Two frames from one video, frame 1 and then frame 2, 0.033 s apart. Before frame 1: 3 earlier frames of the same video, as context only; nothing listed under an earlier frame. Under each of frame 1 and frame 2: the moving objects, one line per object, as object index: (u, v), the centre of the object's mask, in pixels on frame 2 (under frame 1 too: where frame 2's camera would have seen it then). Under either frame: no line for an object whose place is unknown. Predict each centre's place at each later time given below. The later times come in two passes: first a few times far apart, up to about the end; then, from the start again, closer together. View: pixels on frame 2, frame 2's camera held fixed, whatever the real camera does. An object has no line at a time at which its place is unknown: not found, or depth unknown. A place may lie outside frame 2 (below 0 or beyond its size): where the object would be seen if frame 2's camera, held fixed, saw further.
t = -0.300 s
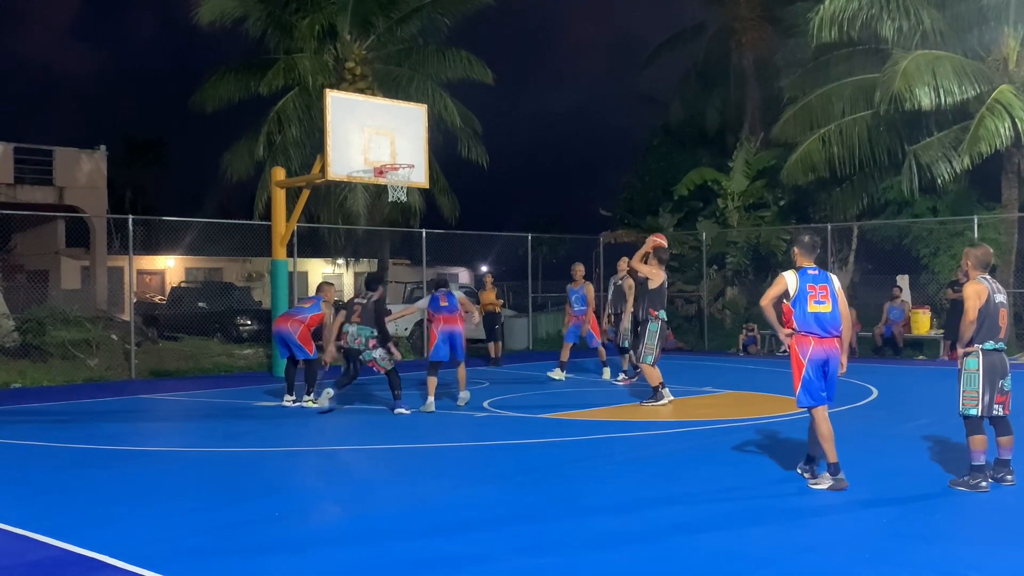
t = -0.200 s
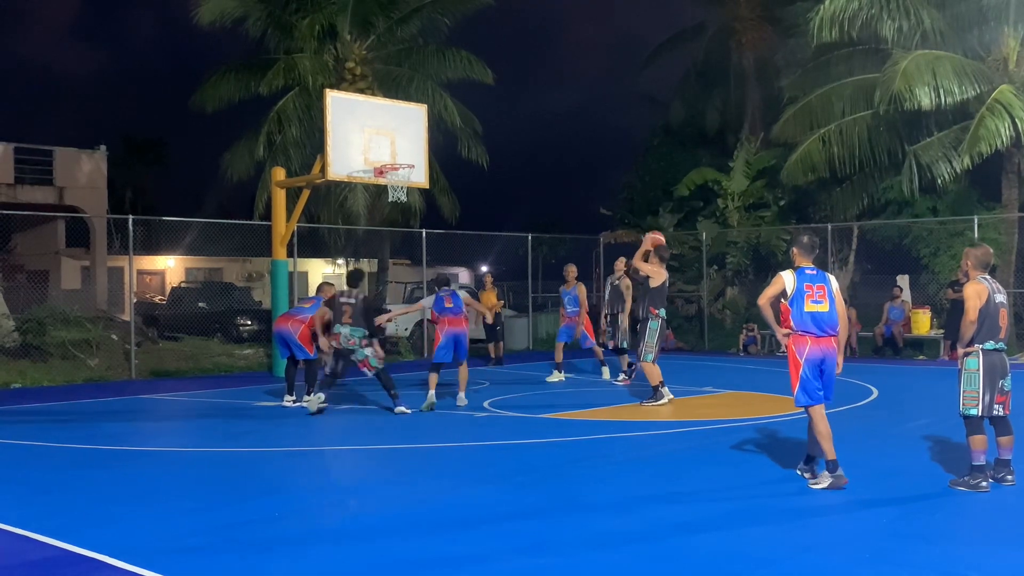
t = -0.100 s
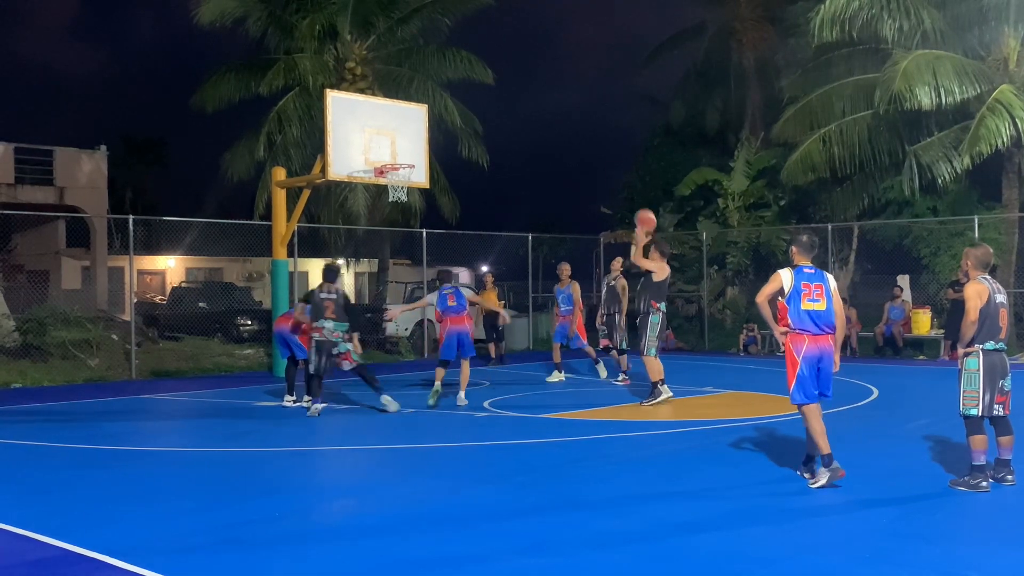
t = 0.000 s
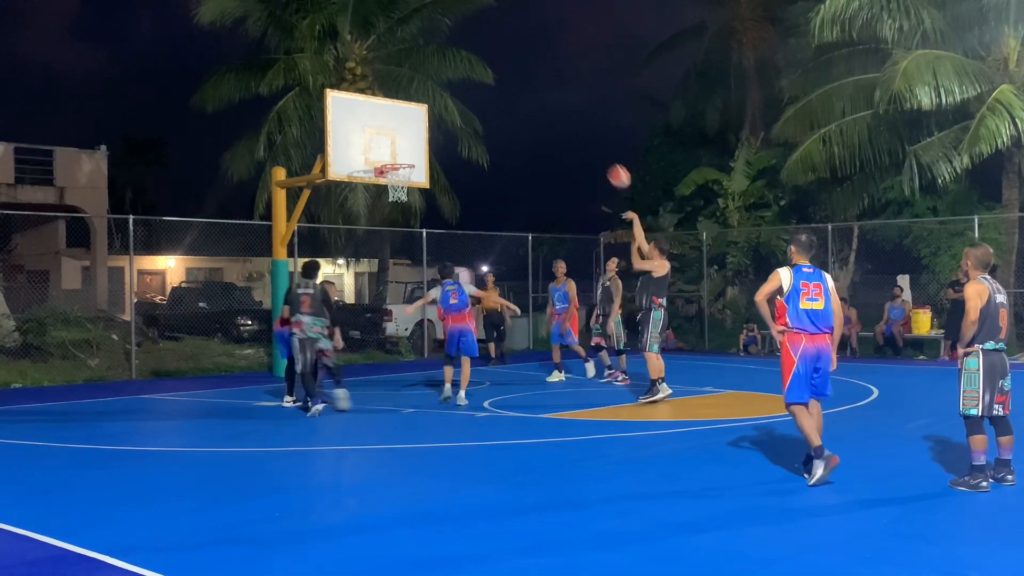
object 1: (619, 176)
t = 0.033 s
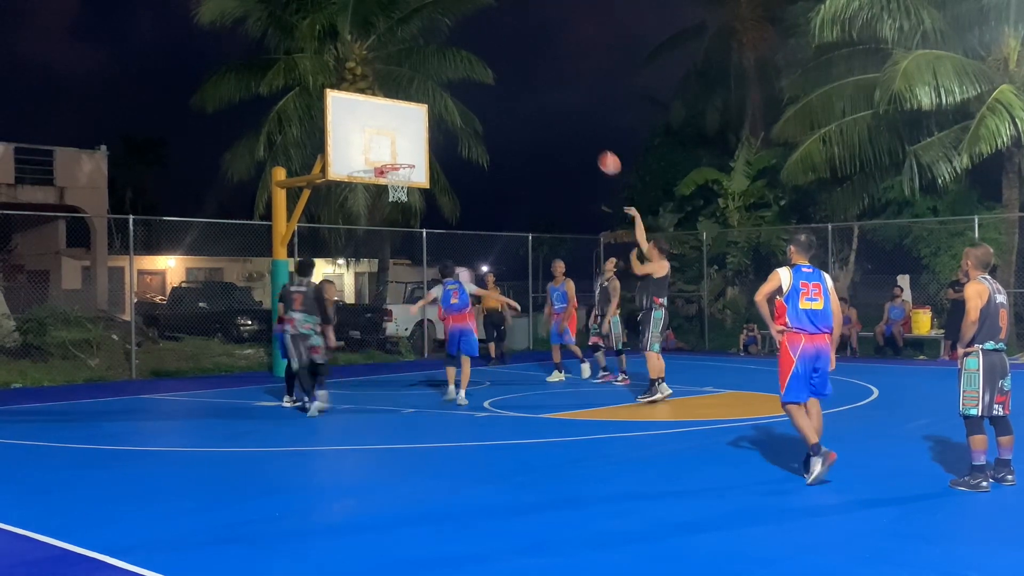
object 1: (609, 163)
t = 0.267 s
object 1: (544, 100)
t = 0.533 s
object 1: (478, 85)
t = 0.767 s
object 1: (427, 115)
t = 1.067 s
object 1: (401, 175)
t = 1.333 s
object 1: (409, 182)
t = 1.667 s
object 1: (382, 217)
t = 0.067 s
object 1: (599, 151)
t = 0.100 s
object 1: (590, 140)
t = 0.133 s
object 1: (580, 130)
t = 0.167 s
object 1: (571, 121)
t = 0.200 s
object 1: (562, 113)
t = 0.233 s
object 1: (553, 106)
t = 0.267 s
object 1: (544, 100)
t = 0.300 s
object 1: (535, 95)
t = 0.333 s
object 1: (527, 91)
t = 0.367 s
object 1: (518, 88)
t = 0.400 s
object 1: (510, 85)
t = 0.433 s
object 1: (502, 84)
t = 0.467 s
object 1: (494, 84)
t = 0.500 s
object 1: (486, 84)
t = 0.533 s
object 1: (478, 85)
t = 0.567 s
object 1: (470, 87)
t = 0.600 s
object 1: (463, 90)
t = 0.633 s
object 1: (455, 93)
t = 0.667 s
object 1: (448, 97)
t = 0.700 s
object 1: (441, 102)
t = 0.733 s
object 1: (435, 108)
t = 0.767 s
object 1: (427, 115)
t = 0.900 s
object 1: (400, 148)
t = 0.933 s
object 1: (393, 157)
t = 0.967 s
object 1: (392, 164)
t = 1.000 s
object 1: (392, 168)
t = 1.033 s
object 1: (394, 171)
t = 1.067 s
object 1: (401, 175)
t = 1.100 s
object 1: (405, 177)
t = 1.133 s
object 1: (409, 179)
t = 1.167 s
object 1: (410, 179)
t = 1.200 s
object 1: (412, 179)
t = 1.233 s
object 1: (412, 179)
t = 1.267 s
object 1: (412, 179)
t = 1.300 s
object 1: (411, 180)
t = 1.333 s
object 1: (409, 182)
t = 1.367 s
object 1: (407, 183)
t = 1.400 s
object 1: (404, 184)
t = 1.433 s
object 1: (401, 188)
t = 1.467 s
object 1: (399, 190)
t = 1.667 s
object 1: (382, 217)
